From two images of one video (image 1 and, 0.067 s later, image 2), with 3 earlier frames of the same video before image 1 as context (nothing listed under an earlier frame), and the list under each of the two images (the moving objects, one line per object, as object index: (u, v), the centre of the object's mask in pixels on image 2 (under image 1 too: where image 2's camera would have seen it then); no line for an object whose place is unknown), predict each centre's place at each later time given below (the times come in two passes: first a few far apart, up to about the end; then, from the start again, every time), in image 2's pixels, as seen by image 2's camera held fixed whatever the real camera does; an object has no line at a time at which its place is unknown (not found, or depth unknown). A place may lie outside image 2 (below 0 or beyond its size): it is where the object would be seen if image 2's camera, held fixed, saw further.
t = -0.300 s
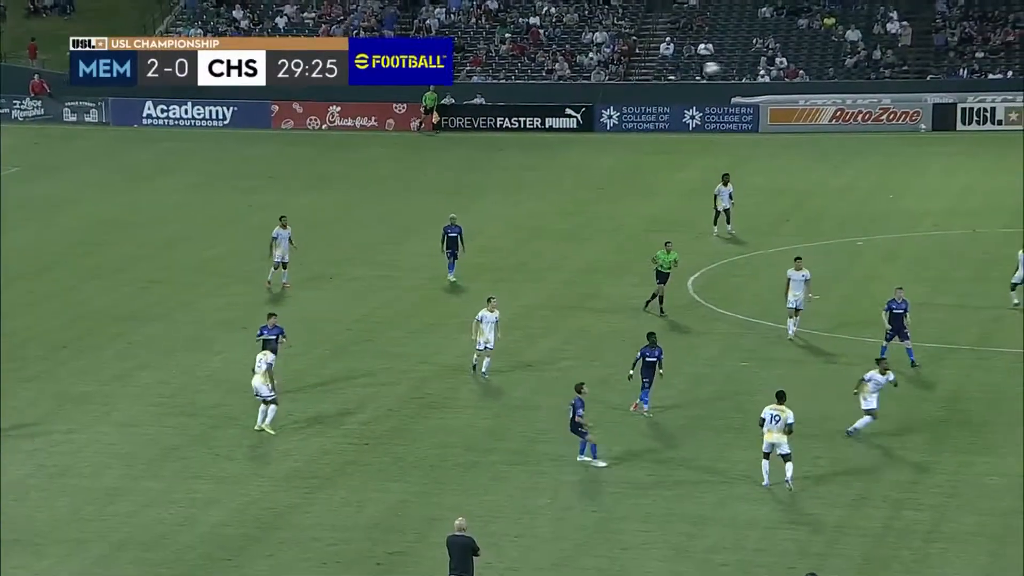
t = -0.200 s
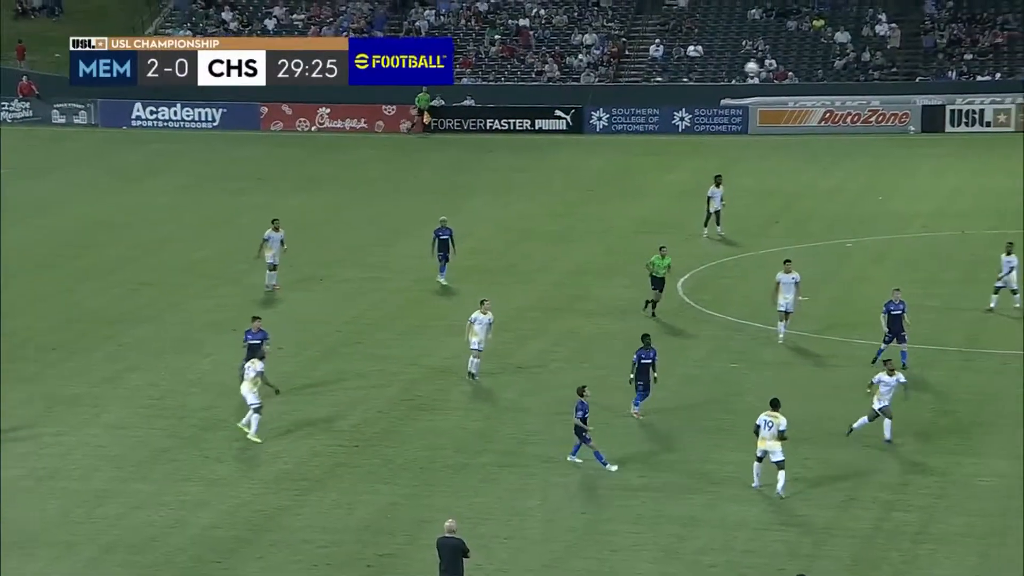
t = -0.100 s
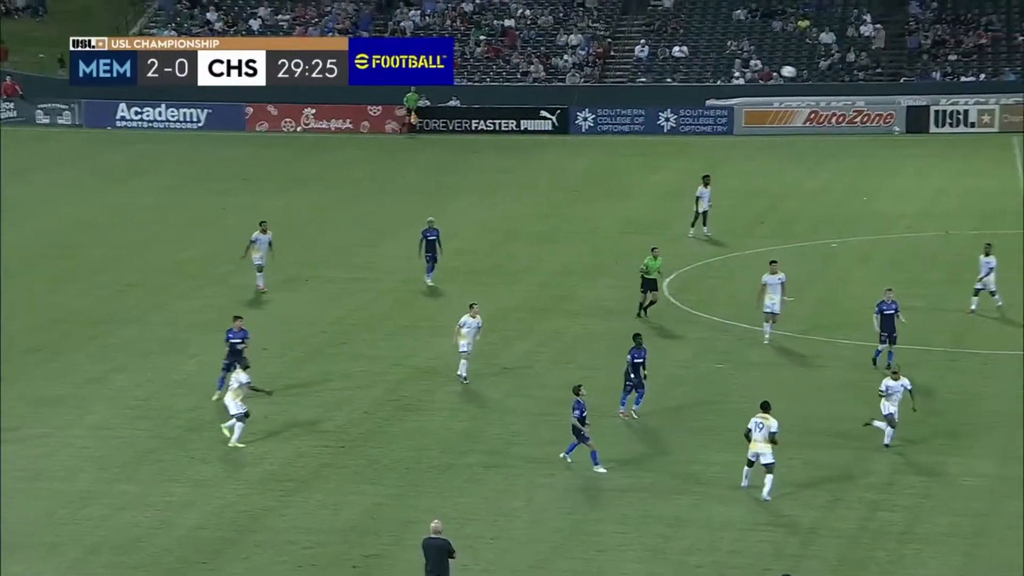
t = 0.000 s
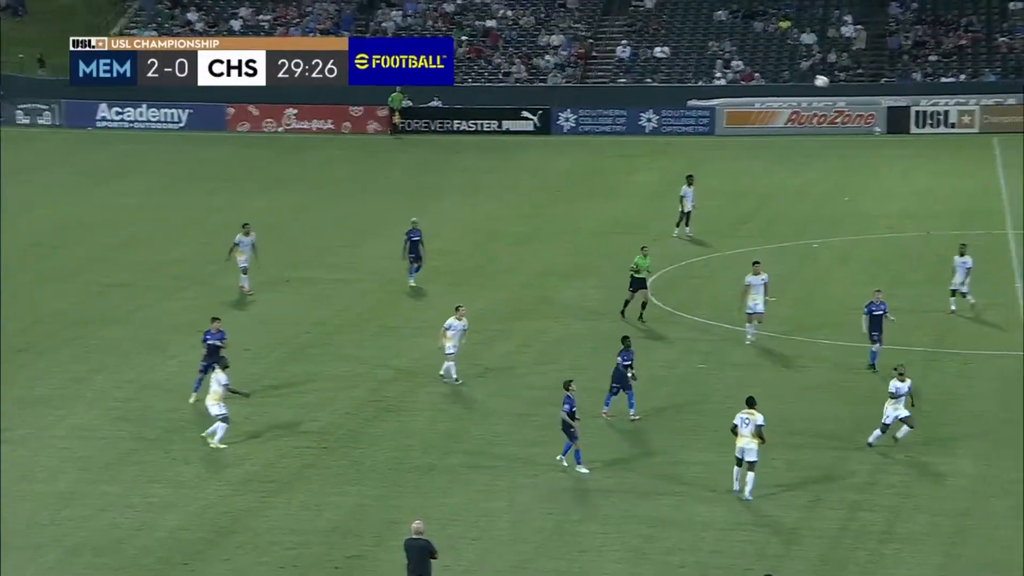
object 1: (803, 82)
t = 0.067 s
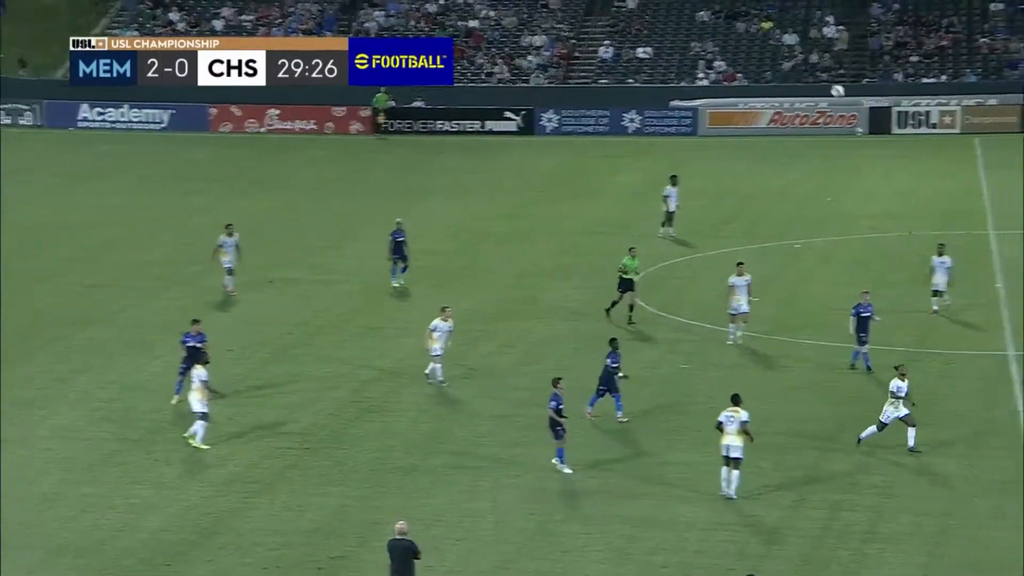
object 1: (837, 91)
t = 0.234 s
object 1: (926, 123)
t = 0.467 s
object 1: (1055, 199)
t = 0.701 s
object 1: (1189, 311)
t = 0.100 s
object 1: (855, 96)
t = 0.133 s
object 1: (872, 102)
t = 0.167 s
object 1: (889, 109)
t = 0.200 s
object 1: (908, 115)
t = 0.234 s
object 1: (926, 123)
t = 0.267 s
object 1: (944, 132)
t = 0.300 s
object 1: (962, 141)
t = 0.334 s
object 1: (981, 151)
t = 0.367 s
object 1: (999, 161)
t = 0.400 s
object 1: (1017, 173)
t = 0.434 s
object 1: (1035, 186)
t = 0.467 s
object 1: (1055, 199)
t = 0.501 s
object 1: (1072, 212)
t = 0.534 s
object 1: (1092, 228)
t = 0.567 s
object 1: (1112, 243)
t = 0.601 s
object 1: (1131, 258)
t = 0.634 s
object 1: (1150, 274)
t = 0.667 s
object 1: (1170, 292)
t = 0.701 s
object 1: (1189, 311)
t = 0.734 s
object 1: (1208, 331)
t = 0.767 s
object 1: (1227, 351)
